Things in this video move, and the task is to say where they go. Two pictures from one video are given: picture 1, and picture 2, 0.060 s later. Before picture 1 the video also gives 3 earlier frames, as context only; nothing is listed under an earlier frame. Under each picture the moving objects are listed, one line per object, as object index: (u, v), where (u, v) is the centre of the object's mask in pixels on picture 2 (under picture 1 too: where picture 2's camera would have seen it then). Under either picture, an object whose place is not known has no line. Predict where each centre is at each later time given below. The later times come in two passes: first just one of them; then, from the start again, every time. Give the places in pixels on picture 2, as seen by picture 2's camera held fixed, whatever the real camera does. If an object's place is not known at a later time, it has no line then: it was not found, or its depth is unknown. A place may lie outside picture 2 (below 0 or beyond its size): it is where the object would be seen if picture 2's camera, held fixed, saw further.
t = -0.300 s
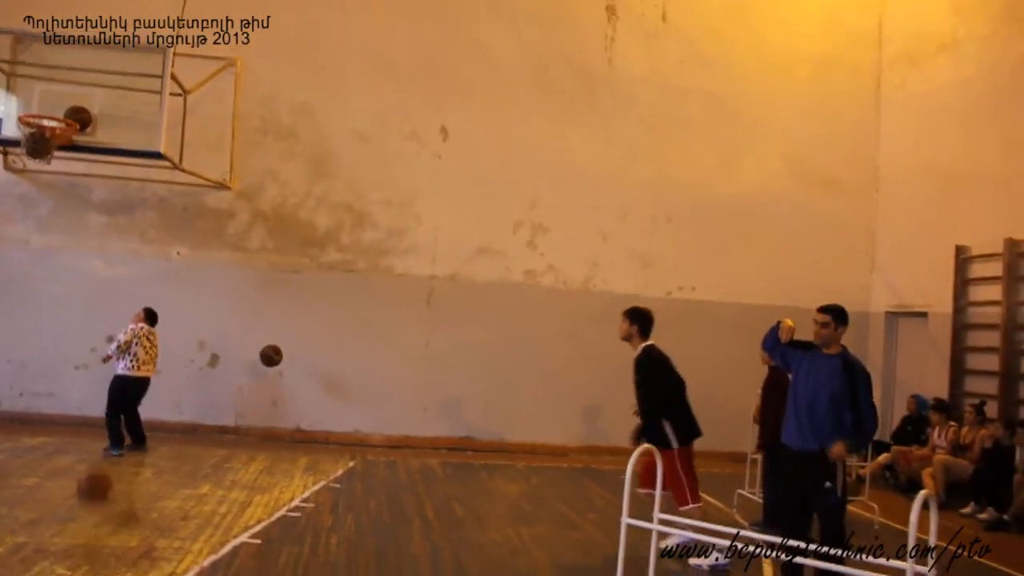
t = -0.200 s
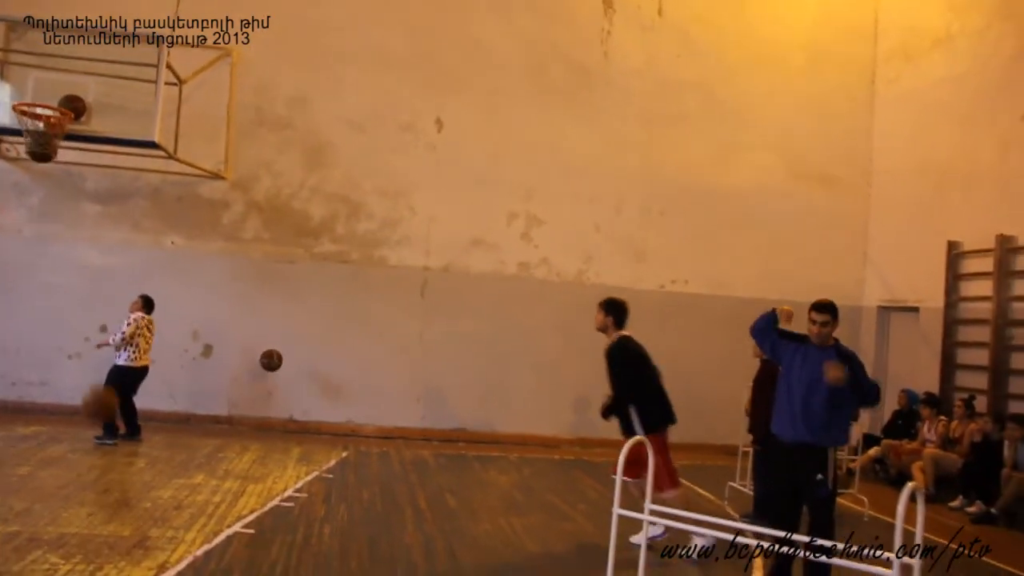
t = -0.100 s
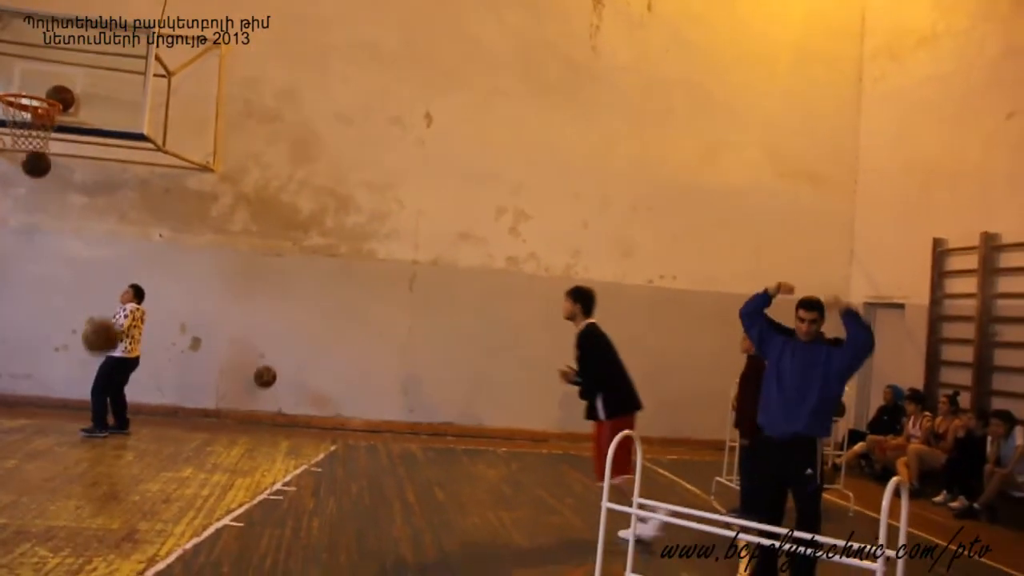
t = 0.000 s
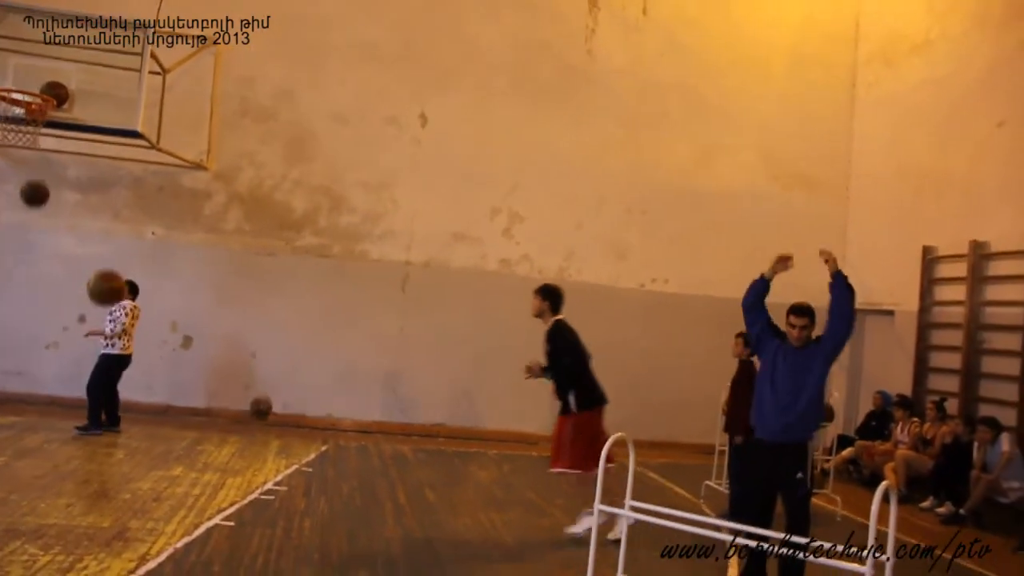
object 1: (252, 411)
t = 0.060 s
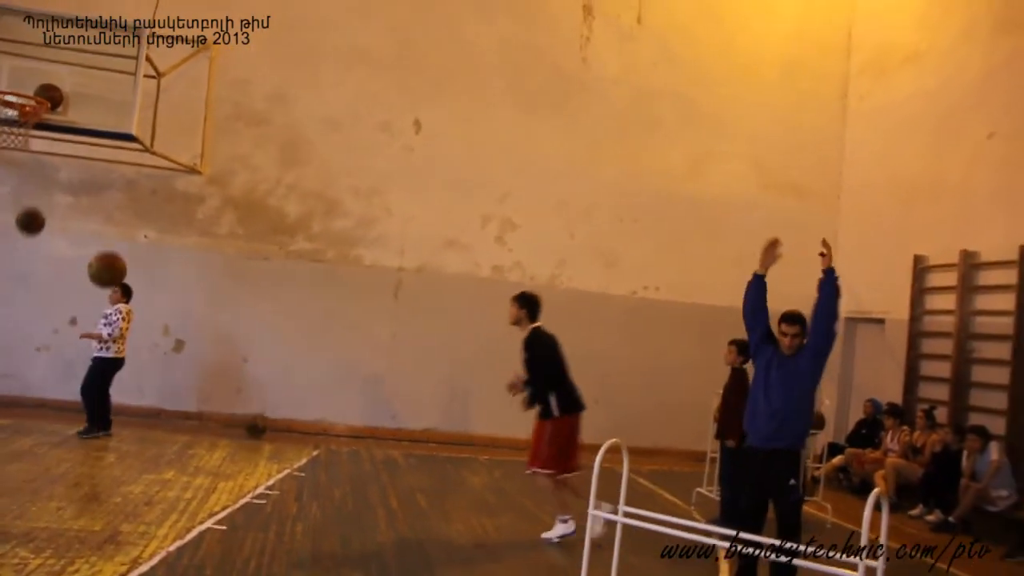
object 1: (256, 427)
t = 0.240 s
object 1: (275, 382)
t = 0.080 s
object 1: (258, 419)
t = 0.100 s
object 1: (260, 413)
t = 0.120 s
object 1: (262, 407)
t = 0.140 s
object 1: (265, 402)
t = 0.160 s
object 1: (267, 397)
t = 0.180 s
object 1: (269, 393)
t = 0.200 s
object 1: (271, 388)
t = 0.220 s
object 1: (273, 385)
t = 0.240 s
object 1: (275, 382)
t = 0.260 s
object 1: (277, 379)
